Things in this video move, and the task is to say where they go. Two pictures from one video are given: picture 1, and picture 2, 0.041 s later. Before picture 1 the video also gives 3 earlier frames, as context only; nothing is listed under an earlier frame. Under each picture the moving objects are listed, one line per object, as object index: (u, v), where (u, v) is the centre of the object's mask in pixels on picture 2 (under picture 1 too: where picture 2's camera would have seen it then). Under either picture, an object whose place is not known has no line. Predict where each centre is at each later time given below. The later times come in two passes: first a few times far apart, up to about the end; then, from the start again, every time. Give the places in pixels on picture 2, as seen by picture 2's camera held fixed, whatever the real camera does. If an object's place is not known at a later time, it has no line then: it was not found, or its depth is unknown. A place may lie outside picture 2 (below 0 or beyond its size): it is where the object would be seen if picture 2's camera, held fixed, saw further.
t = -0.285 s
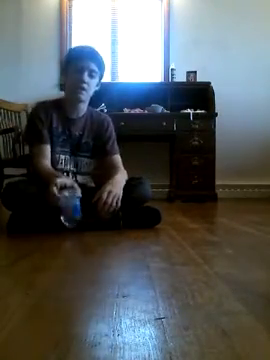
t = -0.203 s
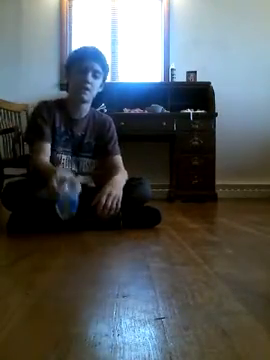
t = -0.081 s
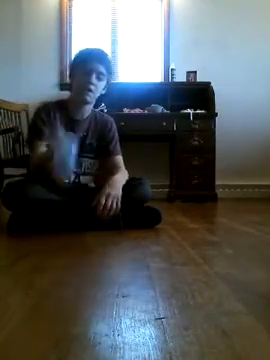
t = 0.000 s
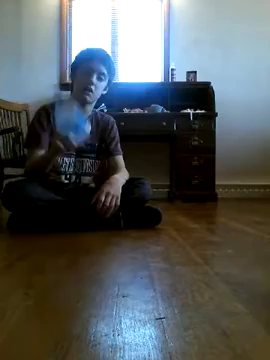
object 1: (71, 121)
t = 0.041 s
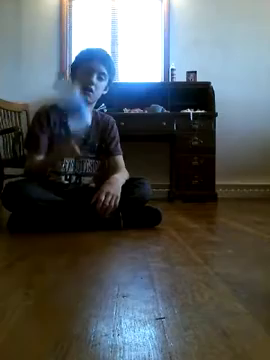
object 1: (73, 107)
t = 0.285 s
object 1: (82, 158)
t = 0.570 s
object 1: (112, 262)
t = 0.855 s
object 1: (134, 262)
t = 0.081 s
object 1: (75, 96)
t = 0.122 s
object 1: (76, 93)
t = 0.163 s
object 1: (78, 97)
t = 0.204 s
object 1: (80, 109)
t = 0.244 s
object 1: (80, 127)
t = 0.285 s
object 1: (82, 158)
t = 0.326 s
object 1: (84, 195)
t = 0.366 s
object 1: (87, 245)
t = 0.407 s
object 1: (91, 255)
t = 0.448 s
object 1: (97, 251)
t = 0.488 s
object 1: (102, 252)
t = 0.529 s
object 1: (107, 257)
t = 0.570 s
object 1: (112, 262)
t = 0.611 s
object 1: (117, 262)
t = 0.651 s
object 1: (122, 262)
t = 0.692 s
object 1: (125, 262)
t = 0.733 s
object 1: (127, 262)
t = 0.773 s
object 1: (129, 262)
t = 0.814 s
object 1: (131, 262)
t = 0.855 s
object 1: (134, 262)
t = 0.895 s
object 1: (136, 261)
